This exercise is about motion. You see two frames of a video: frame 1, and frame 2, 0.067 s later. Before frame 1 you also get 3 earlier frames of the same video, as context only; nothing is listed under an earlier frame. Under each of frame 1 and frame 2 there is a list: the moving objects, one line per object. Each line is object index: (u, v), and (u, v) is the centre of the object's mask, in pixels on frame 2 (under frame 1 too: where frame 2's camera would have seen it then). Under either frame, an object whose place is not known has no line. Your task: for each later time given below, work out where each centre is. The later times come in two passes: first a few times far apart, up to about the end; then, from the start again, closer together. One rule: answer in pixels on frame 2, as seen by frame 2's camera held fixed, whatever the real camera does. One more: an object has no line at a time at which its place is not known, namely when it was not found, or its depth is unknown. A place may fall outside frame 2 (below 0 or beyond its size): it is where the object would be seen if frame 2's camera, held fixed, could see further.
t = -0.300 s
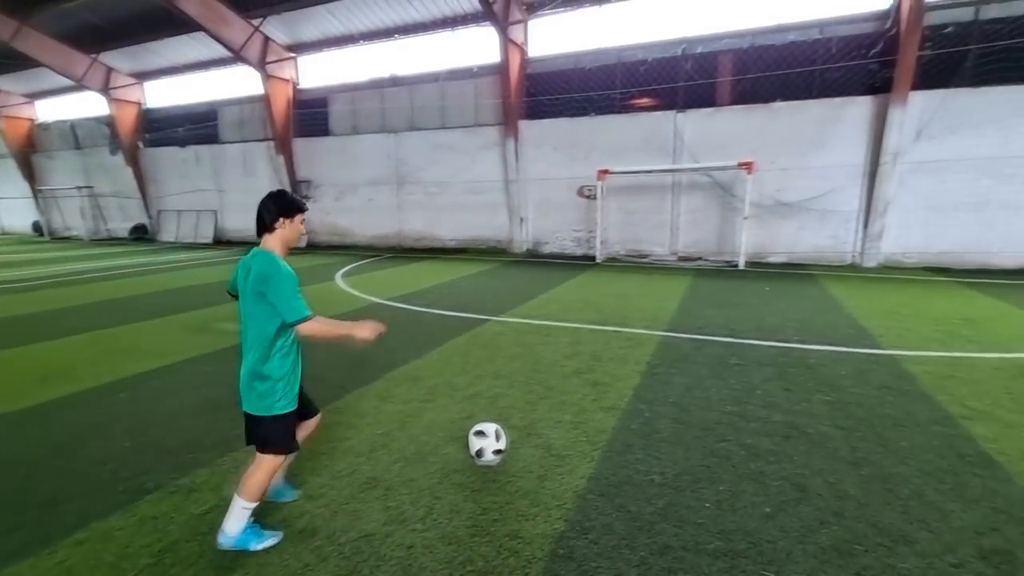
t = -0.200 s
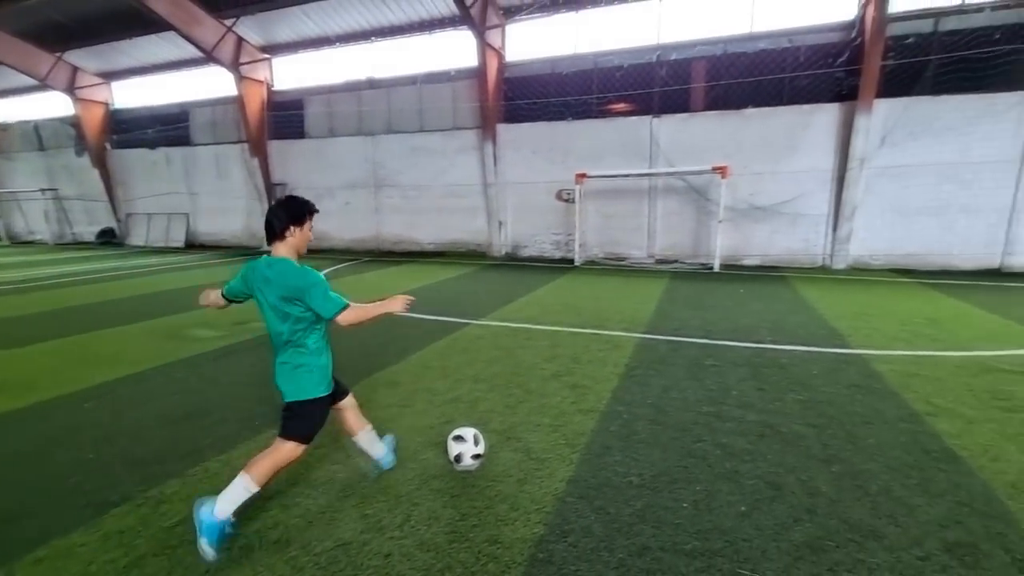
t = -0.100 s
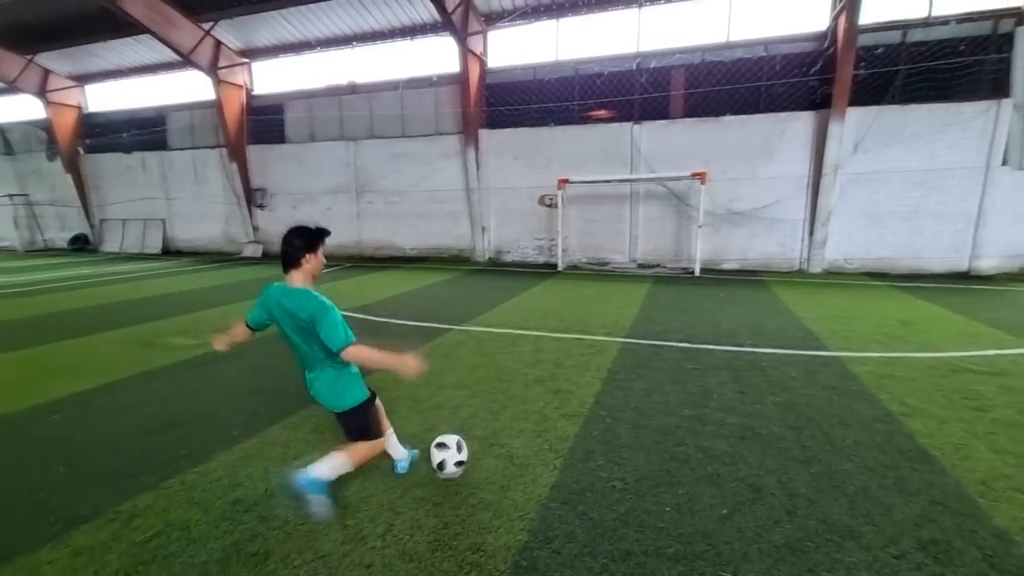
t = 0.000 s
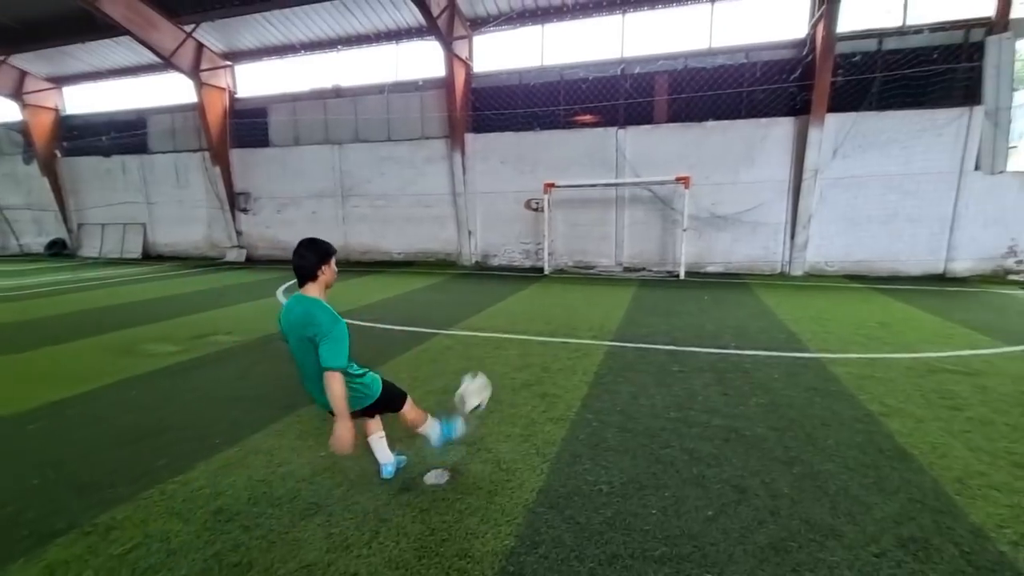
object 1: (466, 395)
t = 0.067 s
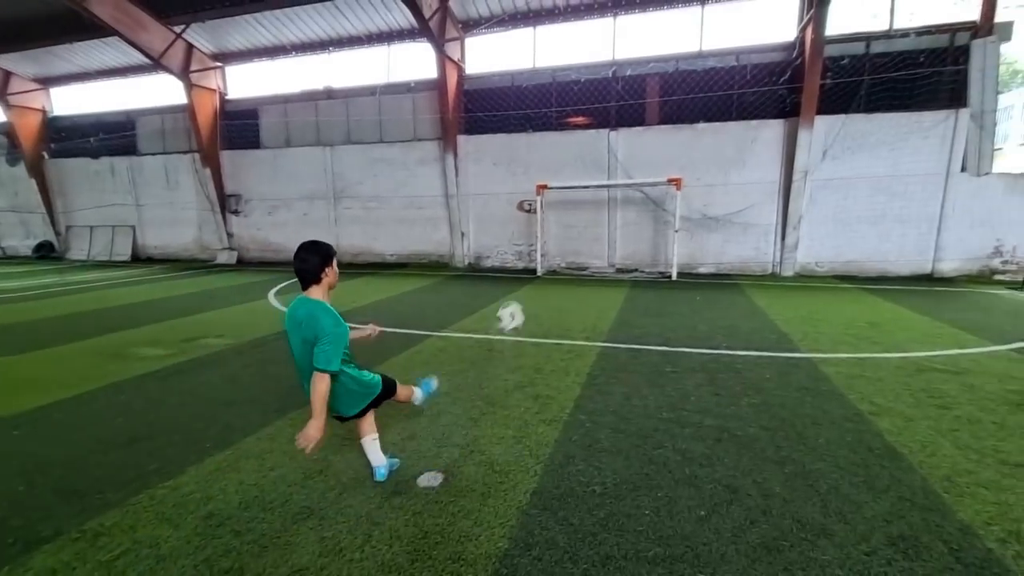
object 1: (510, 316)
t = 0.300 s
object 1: (581, 205)
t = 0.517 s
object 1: (605, 182)
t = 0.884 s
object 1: (616, 269)
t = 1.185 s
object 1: (614, 204)
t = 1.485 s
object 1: (607, 139)
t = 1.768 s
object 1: (599, 130)
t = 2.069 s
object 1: (584, 212)
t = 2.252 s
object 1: (572, 334)
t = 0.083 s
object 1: (518, 302)
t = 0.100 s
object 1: (526, 289)
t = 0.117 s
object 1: (533, 278)
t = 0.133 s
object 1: (539, 267)
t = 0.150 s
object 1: (545, 259)
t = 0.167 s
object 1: (550, 249)
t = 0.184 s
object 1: (556, 240)
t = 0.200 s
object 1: (560, 234)
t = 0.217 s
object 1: (564, 228)
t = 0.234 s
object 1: (567, 222)
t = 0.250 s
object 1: (571, 217)
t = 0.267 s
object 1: (575, 213)
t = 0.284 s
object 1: (577, 209)
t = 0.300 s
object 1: (581, 205)
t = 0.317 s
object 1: (583, 202)
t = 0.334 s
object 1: (586, 199)
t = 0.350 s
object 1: (588, 196)
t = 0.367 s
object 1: (591, 194)
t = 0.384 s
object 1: (592, 191)
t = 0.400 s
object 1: (594, 190)
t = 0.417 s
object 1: (596, 189)
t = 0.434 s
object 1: (598, 187)
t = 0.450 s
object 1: (600, 186)
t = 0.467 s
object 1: (601, 185)
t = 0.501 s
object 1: (604, 184)
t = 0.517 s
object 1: (605, 182)
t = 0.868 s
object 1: (616, 261)
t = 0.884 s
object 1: (616, 269)
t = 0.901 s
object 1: (616, 278)
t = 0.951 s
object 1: (616, 278)
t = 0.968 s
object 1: (616, 271)
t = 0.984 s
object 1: (616, 265)
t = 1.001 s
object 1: (615, 260)
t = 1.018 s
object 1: (616, 254)
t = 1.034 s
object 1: (615, 248)
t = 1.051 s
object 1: (615, 244)
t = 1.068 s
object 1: (615, 239)
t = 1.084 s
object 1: (615, 233)
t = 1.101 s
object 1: (615, 228)
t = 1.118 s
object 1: (614, 223)
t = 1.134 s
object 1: (614, 218)
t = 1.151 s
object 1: (614, 213)
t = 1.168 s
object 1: (613, 208)
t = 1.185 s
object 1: (614, 204)
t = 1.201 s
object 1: (613, 199)
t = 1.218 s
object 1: (612, 194)
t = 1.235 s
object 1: (613, 191)
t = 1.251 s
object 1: (612, 186)
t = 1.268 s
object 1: (612, 182)
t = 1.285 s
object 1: (611, 178)
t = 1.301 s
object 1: (611, 173)
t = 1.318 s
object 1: (611, 170)
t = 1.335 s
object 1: (611, 166)
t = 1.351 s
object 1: (611, 162)
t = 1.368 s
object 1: (610, 159)
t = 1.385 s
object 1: (610, 156)
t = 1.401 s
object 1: (610, 153)
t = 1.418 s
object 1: (609, 150)
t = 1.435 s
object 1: (609, 147)
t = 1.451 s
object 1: (608, 145)
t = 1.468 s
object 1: (608, 142)
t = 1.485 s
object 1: (607, 139)
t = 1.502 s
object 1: (608, 137)
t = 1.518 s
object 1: (607, 135)
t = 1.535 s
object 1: (607, 133)
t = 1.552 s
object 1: (606, 132)
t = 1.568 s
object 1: (606, 130)
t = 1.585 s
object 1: (605, 129)
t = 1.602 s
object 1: (605, 128)
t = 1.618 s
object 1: (604, 127)
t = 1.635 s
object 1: (604, 126)
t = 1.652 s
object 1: (603, 126)
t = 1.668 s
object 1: (603, 126)
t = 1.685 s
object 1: (602, 126)
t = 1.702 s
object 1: (602, 126)
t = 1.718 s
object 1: (601, 127)
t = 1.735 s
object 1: (600, 127)
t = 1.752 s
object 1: (600, 128)
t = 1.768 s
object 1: (599, 130)
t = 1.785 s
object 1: (598, 131)
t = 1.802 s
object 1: (597, 133)
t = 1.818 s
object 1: (597, 136)
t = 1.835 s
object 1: (596, 138)
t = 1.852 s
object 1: (594, 141)
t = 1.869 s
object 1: (594, 145)
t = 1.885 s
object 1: (594, 148)
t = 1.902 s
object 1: (593, 152)
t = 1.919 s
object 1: (592, 156)
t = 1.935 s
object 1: (591, 161)
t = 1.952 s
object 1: (590, 166)
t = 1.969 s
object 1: (589, 171)
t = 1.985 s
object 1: (588, 177)
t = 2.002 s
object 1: (588, 183)
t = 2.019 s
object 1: (586, 190)
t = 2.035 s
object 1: (586, 197)
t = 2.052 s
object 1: (584, 204)
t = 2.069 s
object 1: (584, 212)
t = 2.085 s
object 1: (583, 221)
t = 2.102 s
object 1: (582, 230)
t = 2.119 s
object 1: (581, 239)
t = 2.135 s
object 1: (579, 248)
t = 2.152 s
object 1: (579, 259)
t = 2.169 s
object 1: (578, 270)
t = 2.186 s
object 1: (577, 282)
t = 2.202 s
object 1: (576, 294)
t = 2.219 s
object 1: (575, 307)
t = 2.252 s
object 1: (572, 334)
